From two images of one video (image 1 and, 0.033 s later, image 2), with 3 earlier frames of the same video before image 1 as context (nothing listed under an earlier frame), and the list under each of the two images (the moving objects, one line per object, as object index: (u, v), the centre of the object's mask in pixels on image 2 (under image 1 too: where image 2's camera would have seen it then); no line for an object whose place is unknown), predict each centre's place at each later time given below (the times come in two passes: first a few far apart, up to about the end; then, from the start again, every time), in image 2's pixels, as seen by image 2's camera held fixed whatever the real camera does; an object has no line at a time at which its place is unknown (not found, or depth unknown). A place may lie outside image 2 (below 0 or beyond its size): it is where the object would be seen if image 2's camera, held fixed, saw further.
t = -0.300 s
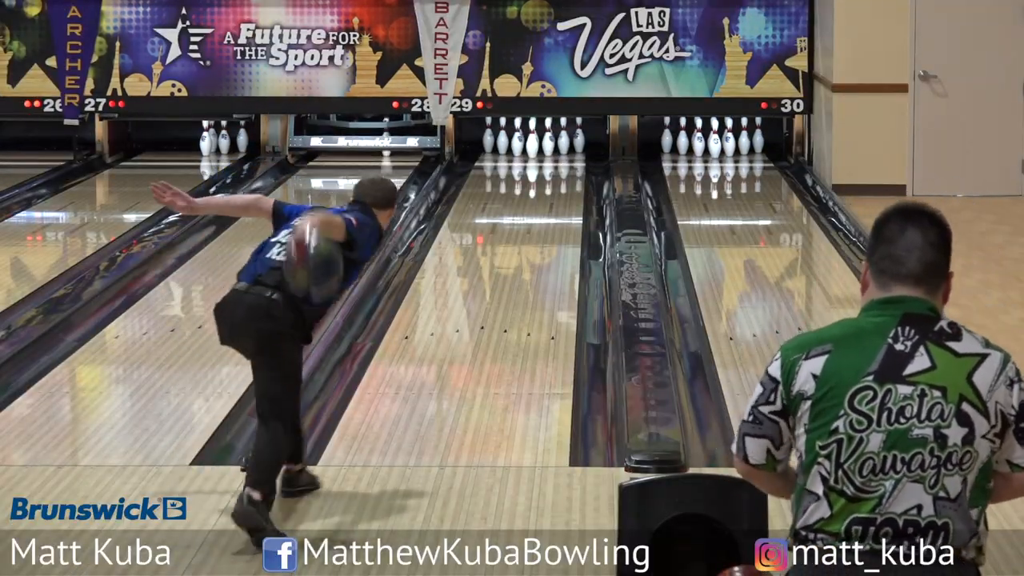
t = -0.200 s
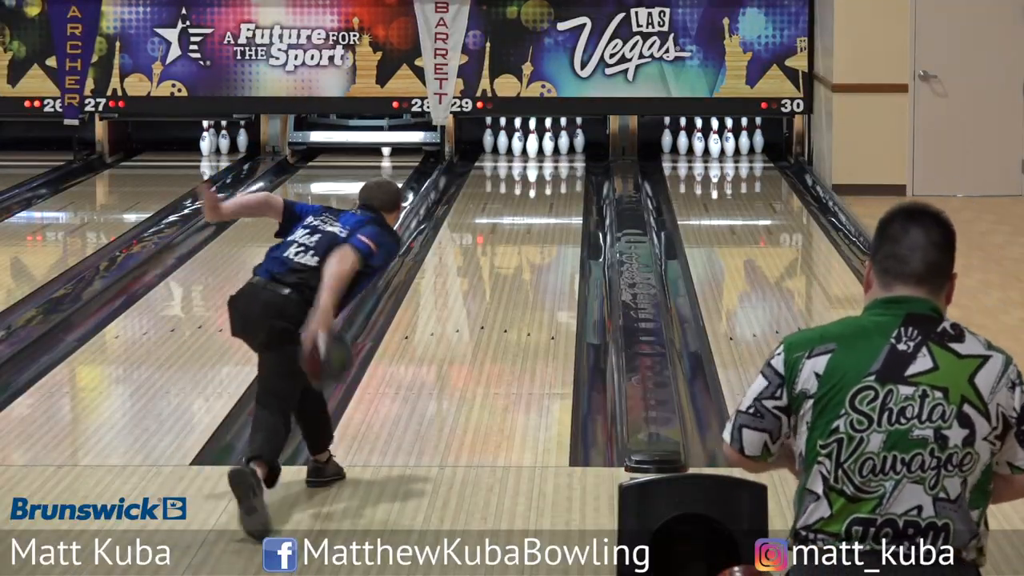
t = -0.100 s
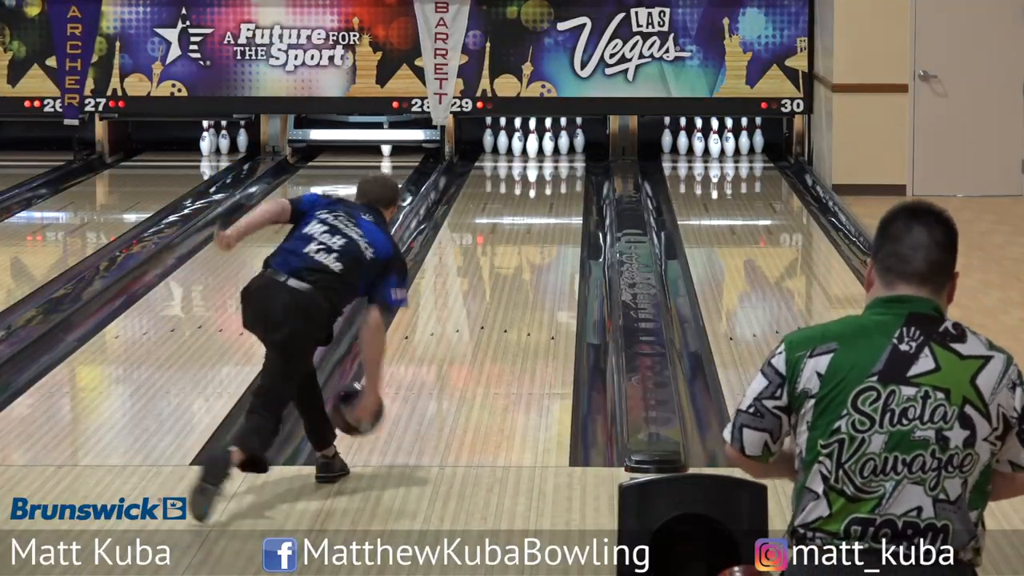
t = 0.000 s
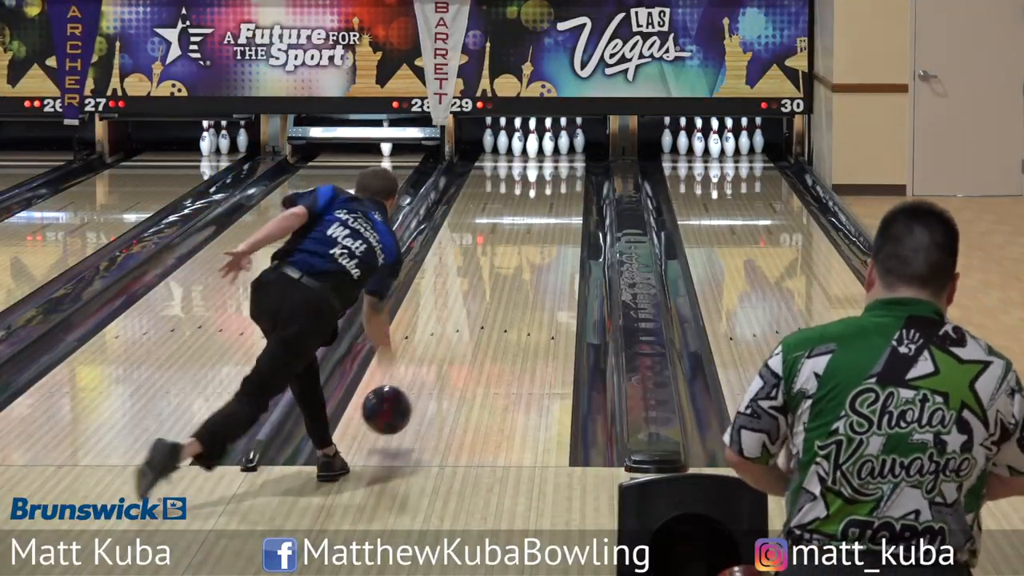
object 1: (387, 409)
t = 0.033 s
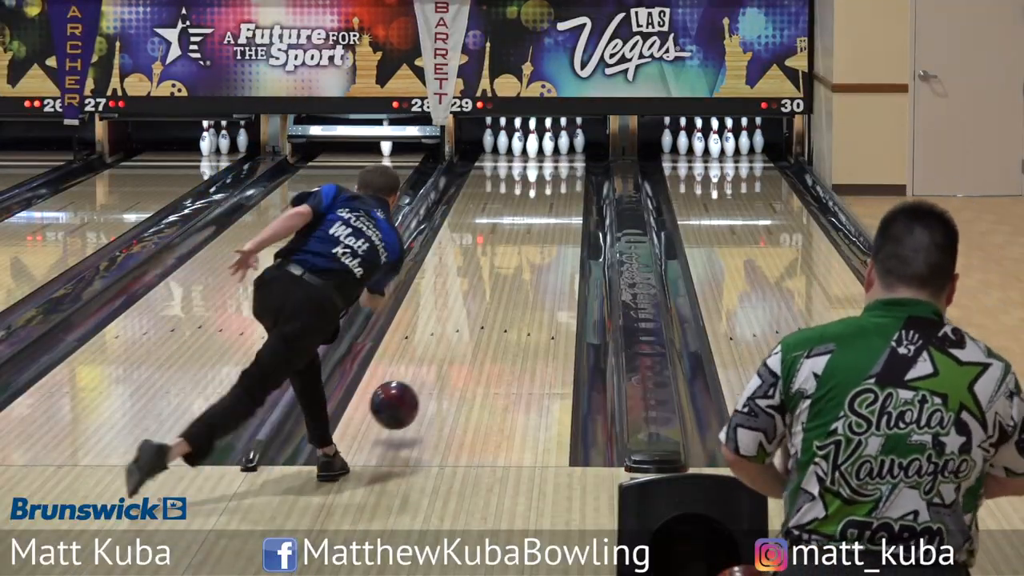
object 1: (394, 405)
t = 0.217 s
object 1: (431, 372)
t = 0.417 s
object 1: (464, 330)
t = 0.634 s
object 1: (492, 294)
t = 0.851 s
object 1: (515, 264)
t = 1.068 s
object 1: (534, 239)
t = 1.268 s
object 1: (547, 218)
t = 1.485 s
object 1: (559, 199)
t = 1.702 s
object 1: (565, 183)
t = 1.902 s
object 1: (565, 169)
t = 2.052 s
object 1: (559, 161)
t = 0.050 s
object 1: (398, 403)
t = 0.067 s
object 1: (402, 402)
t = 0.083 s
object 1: (405, 402)
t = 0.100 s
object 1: (409, 399)
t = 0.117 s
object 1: (412, 394)
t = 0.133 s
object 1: (415, 390)
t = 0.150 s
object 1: (419, 387)
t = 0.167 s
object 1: (422, 383)
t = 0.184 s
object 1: (425, 379)
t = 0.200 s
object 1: (429, 375)
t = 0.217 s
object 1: (431, 372)
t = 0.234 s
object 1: (434, 368)
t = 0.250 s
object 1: (437, 364)
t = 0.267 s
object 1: (440, 361)
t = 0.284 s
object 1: (443, 357)
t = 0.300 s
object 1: (446, 354)
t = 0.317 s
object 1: (449, 350)
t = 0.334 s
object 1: (451, 347)
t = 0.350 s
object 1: (454, 343)
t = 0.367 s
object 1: (456, 340)
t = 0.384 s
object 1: (459, 337)
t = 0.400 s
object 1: (462, 334)
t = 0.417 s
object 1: (464, 330)
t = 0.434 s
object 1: (467, 328)
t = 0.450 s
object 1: (469, 325)
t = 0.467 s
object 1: (471, 322)
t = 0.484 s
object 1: (473, 319)
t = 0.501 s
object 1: (476, 316)
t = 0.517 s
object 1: (478, 313)
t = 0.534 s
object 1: (480, 310)
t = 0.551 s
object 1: (482, 308)
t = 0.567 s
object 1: (484, 305)
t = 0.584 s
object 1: (486, 302)
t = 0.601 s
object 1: (488, 300)
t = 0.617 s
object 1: (490, 297)
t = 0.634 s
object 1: (492, 294)
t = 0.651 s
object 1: (494, 292)
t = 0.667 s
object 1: (496, 289)
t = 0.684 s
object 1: (498, 287)
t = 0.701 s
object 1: (500, 284)
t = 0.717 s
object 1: (502, 282)
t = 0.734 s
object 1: (503, 280)
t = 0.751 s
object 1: (505, 277)
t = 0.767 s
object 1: (507, 275)
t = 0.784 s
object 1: (509, 273)
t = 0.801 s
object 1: (510, 271)
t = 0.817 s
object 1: (512, 269)
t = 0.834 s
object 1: (514, 266)
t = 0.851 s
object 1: (515, 264)
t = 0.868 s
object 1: (517, 262)
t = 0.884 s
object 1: (518, 260)
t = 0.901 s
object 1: (520, 258)
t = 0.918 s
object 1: (521, 256)
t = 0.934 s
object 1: (523, 254)
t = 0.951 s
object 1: (524, 252)
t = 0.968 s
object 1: (526, 250)
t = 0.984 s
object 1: (527, 248)
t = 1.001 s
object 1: (528, 246)
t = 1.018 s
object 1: (529, 244)
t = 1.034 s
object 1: (531, 242)
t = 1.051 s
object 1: (532, 240)
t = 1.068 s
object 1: (534, 239)
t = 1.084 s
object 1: (535, 237)
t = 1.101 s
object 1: (536, 235)
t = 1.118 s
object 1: (537, 233)
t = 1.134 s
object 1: (538, 232)
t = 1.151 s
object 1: (540, 230)
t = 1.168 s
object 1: (541, 228)
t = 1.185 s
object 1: (542, 226)
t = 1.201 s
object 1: (543, 225)
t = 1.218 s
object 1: (544, 223)
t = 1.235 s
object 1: (545, 221)
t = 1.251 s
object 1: (546, 220)
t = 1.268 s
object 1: (547, 218)
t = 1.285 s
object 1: (548, 217)
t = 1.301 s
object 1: (549, 215)
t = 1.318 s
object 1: (550, 213)
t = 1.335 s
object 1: (551, 212)
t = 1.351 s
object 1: (552, 210)
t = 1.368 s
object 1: (553, 209)
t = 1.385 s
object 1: (554, 208)
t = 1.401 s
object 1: (555, 206)
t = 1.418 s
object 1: (556, 205)
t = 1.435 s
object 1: (557, 203)
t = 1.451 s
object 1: (557, 202)
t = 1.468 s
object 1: (558, 201)
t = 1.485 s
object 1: (559, 199)
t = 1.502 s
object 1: (560, 198)
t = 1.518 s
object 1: (560, 197)
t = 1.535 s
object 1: (561, 195)
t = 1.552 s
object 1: (561, 194)
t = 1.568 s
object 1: (562, 192)
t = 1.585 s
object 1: (563, 191)
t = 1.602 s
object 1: (563, 190)
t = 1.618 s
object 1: (563, 189)
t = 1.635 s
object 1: (564, 188)
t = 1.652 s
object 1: (564, 187)
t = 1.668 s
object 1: (564, 185)
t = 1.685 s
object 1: (565, 184)
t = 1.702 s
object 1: (565, 183)
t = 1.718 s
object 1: (565, 182)
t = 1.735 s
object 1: (565, 180)
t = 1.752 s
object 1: (566, 179)
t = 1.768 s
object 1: (566, 178)
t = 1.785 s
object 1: (566, 177)
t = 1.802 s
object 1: (566, 176)
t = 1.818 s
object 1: (566, 175)
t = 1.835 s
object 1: (565, 174)
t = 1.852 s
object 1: (565, 173)
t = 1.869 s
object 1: (565, 172)
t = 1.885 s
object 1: (565, 171)
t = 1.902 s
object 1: (565, 169)
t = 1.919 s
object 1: (564, 169)
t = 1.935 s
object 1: (564, 168)
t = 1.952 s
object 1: (563, 167)
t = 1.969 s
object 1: (563, 166)
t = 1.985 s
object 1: (562, 165)
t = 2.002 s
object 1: (561, 164)
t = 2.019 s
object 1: (561, 163)
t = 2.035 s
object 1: (560, 162)
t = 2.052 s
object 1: (559, 161)
